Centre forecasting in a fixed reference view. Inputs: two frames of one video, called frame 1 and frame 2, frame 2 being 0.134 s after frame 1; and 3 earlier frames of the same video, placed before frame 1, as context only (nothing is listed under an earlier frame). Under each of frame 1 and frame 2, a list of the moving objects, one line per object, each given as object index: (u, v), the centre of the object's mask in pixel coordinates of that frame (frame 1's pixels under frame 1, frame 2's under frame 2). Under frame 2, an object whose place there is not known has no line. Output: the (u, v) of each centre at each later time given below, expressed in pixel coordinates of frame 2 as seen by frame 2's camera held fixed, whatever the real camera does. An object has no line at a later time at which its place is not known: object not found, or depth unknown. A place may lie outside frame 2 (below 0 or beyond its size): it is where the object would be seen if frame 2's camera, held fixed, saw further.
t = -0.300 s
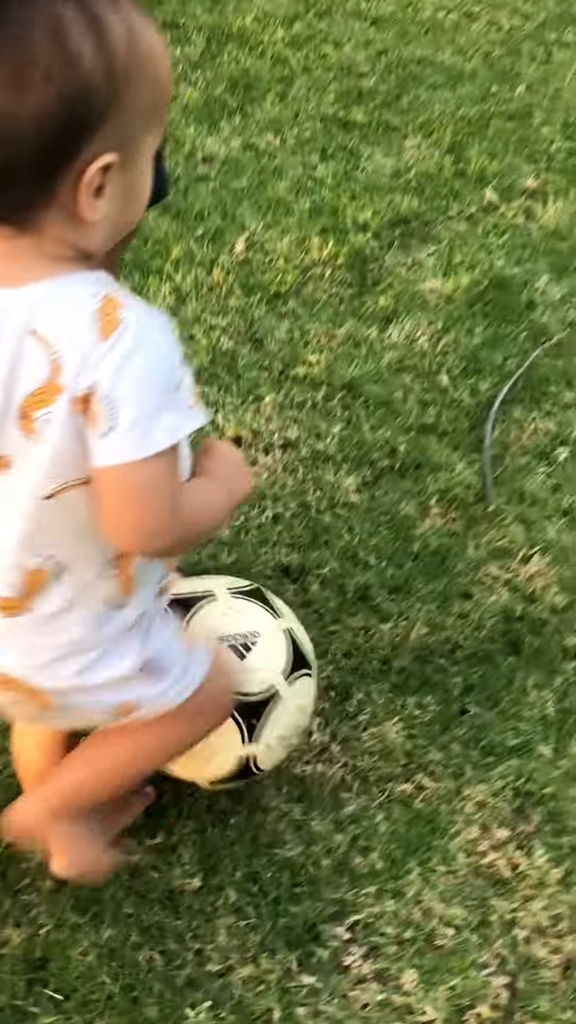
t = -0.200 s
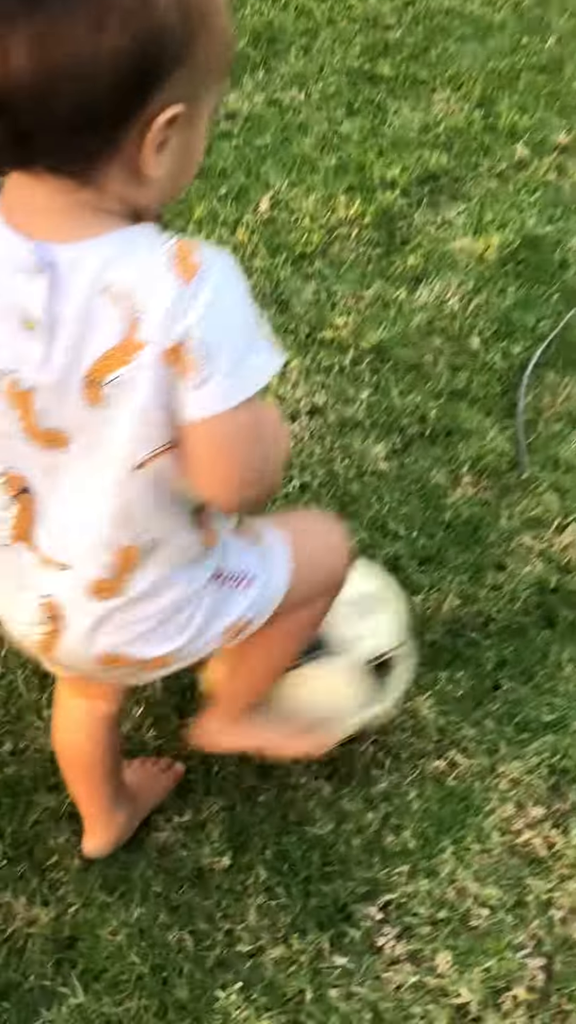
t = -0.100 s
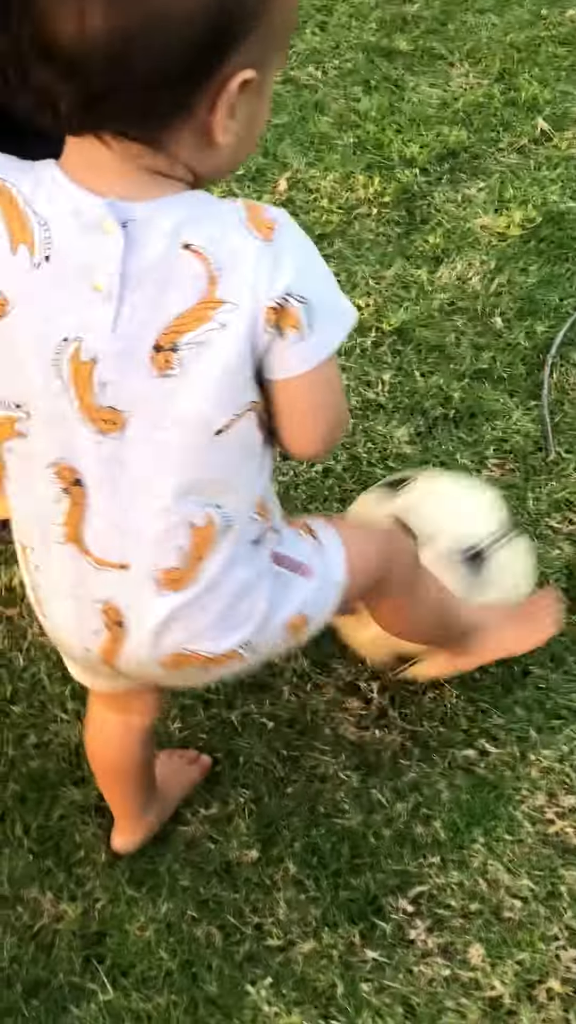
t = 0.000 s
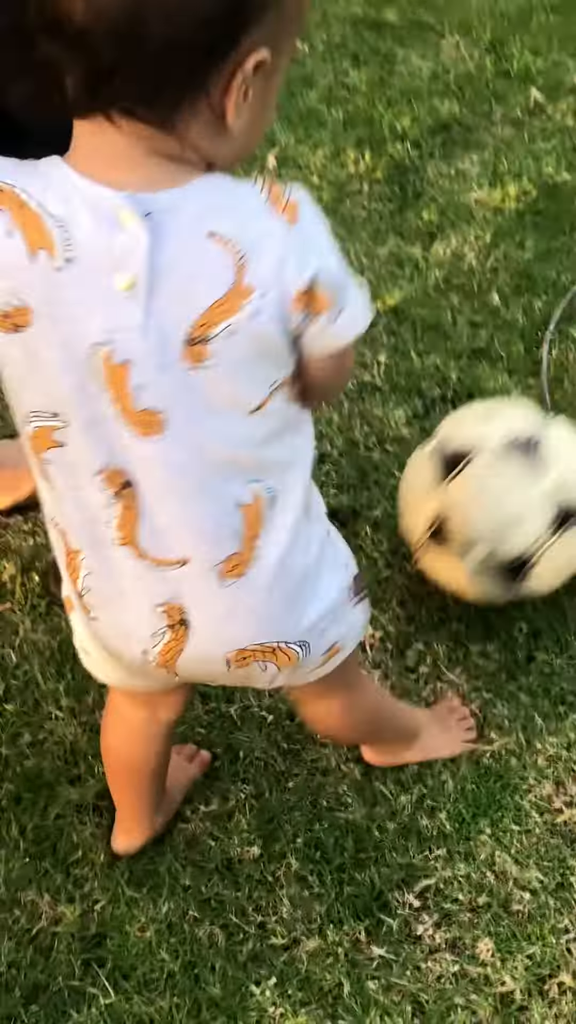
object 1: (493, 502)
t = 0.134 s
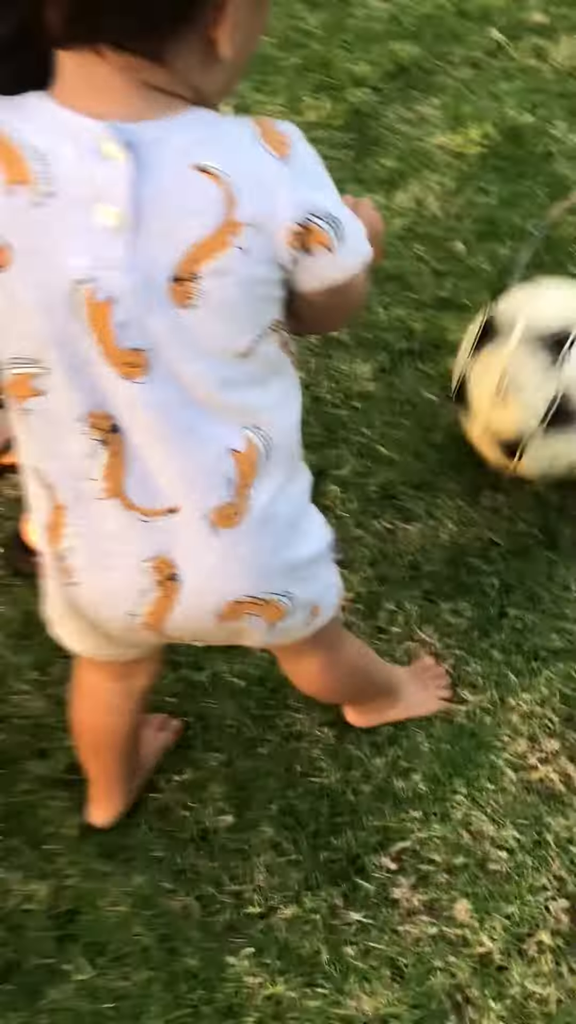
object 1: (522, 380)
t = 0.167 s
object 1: (540, 362)
